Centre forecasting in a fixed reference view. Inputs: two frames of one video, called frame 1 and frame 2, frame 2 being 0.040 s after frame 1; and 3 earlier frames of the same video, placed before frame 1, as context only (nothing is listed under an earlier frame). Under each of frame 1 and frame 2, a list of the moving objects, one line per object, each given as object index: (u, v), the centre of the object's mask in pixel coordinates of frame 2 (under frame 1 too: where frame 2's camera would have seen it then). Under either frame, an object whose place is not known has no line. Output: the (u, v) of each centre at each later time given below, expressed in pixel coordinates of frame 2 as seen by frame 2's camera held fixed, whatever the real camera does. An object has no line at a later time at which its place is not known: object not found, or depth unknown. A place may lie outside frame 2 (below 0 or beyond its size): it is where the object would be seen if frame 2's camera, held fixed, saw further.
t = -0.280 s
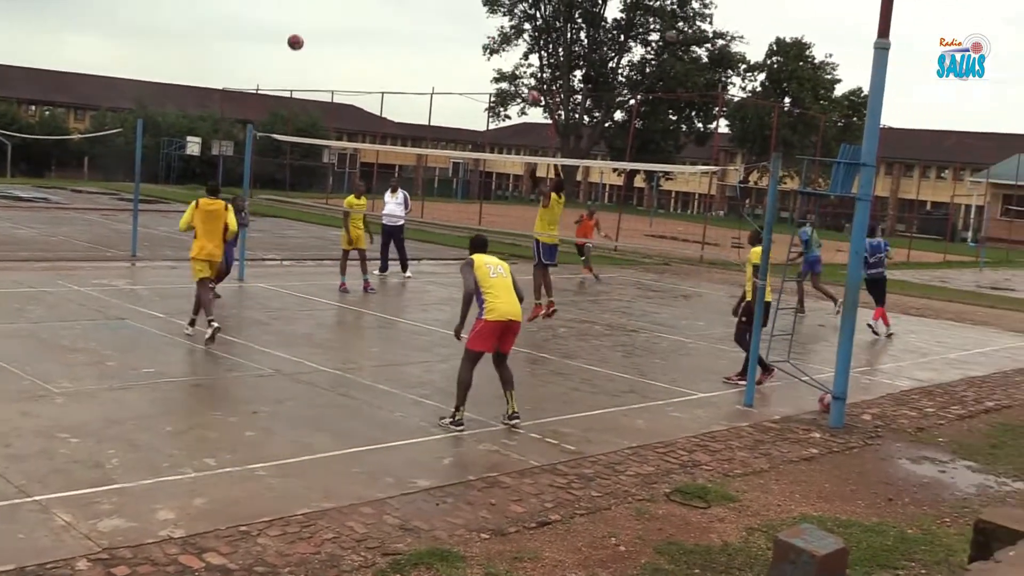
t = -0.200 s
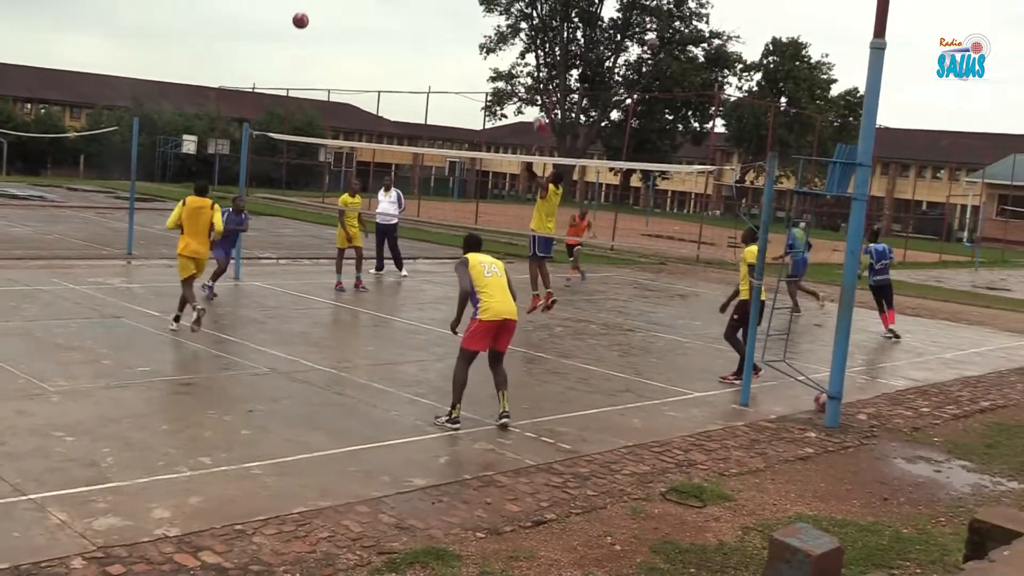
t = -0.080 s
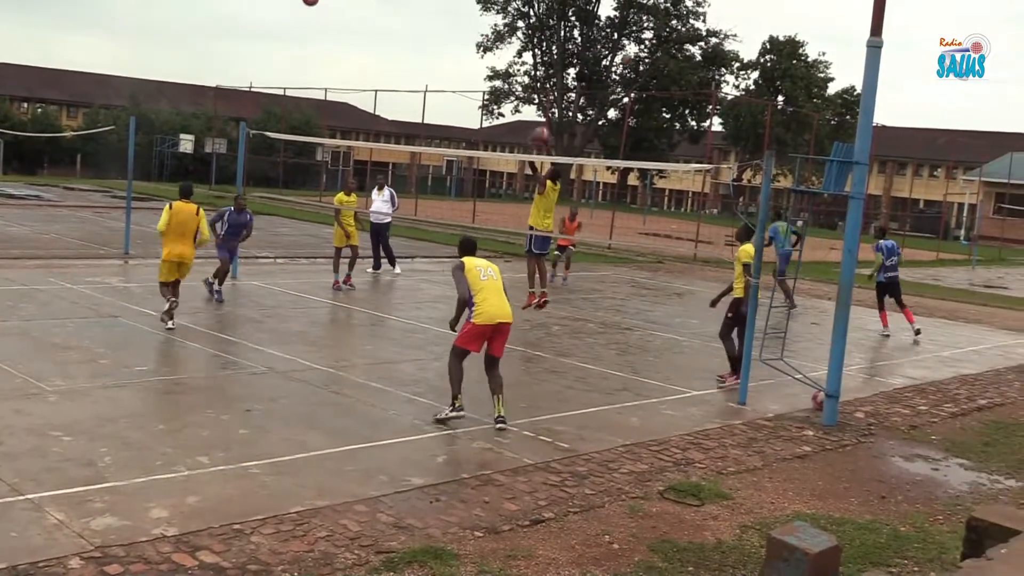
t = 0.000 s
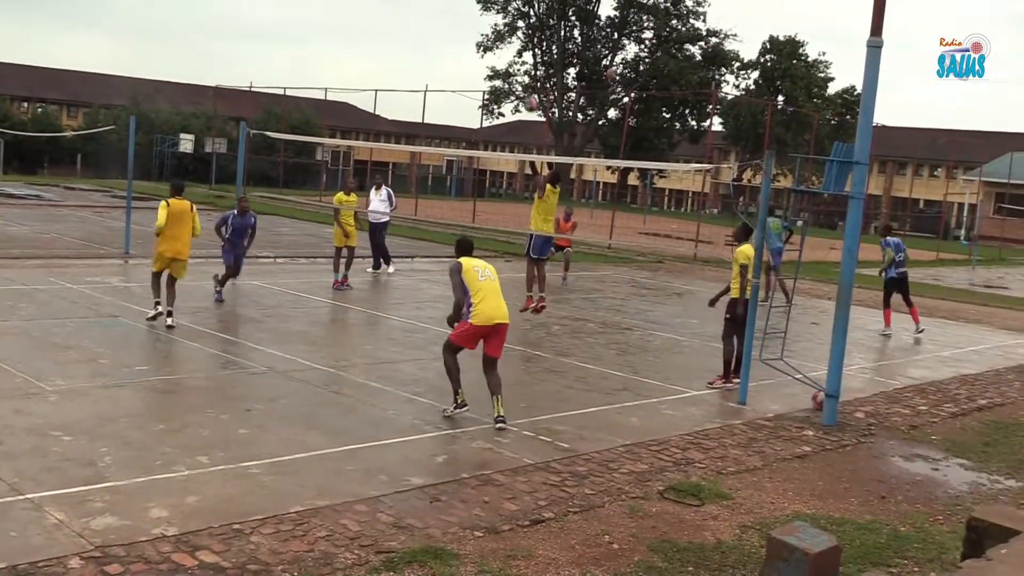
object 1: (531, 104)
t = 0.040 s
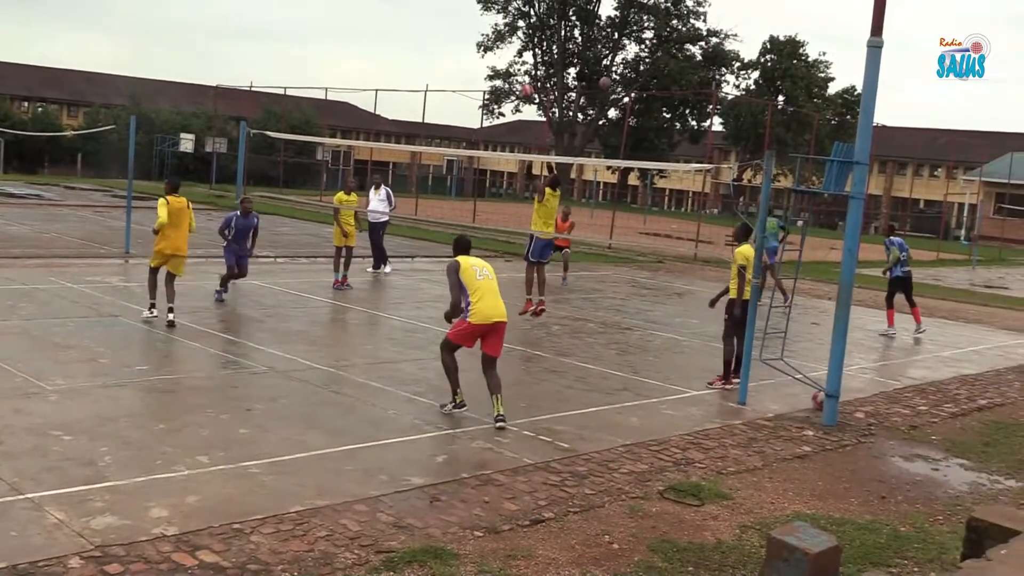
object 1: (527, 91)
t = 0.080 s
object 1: (522, 79)
